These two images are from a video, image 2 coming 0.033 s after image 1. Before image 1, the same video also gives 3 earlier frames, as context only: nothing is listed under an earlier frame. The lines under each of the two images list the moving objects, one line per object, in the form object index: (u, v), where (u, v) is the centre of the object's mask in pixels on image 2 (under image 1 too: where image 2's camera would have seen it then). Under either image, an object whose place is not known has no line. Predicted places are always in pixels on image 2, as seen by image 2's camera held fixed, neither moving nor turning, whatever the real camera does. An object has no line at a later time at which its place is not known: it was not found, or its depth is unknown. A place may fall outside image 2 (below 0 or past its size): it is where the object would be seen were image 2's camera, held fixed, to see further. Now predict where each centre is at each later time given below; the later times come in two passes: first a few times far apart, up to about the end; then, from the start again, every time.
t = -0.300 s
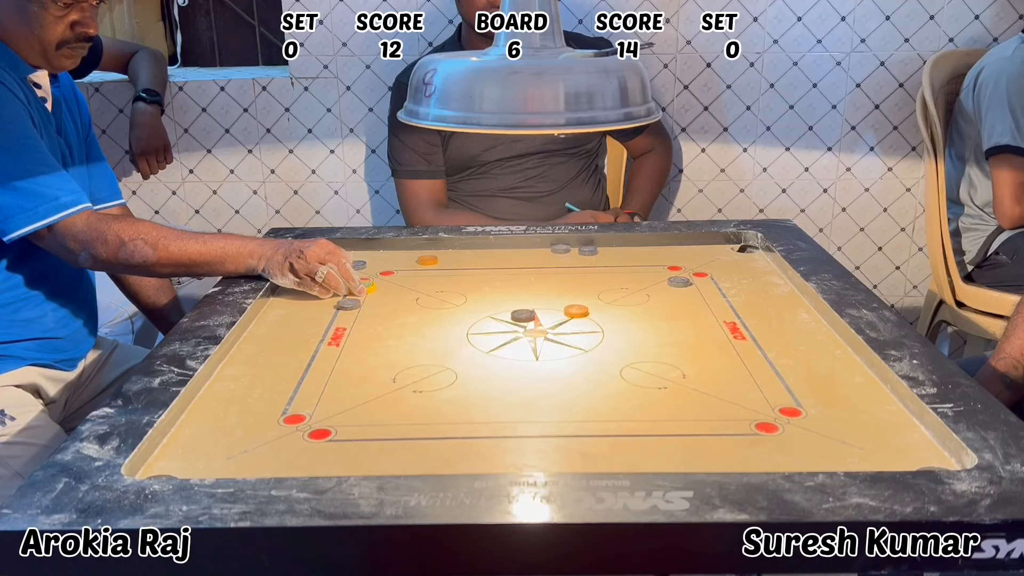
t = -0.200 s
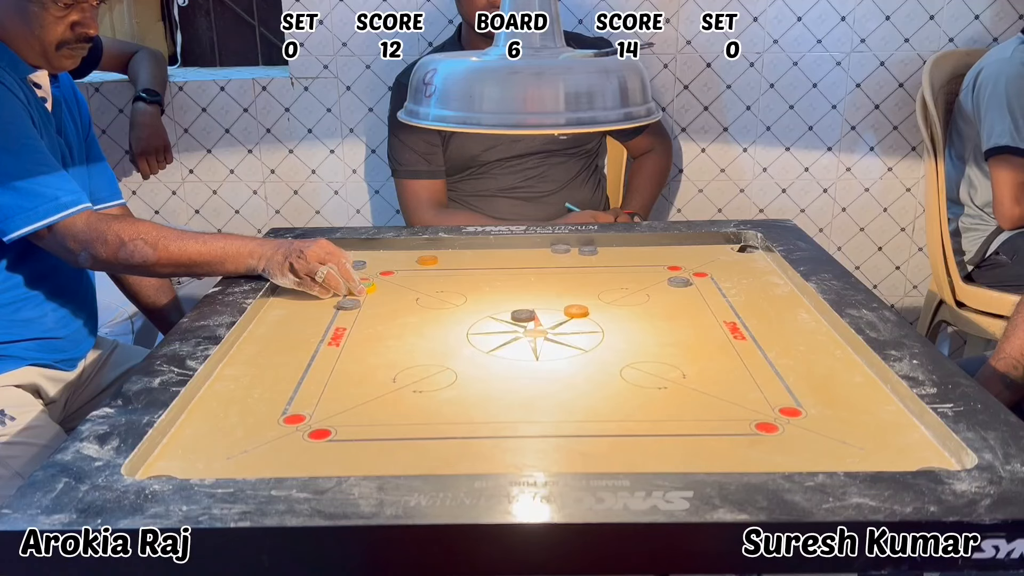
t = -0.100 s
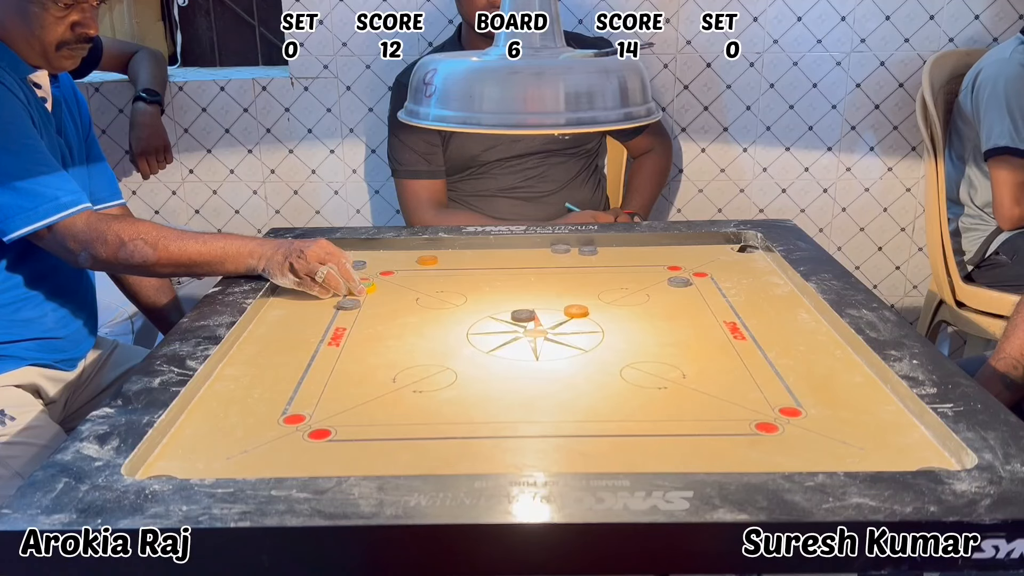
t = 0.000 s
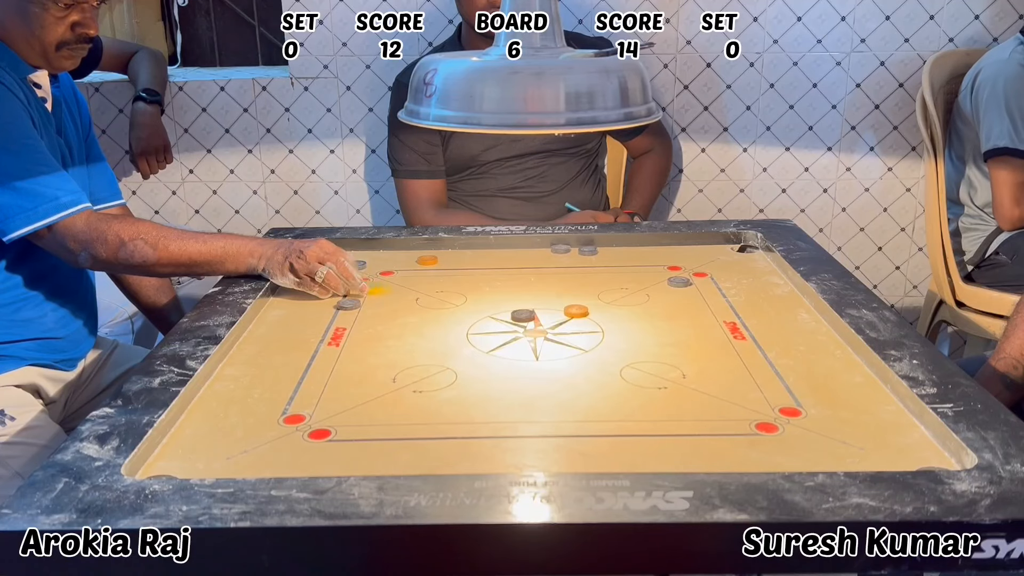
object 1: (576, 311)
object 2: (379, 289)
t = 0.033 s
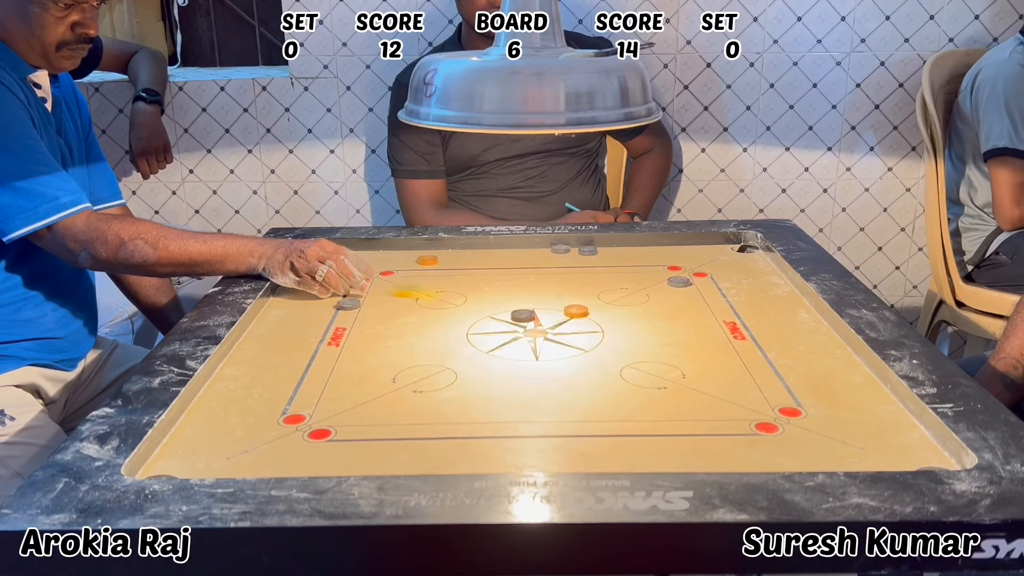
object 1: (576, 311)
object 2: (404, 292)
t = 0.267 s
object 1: (687, 348)
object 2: (644, 304)
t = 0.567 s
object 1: (861, 461)
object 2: (762, 303)
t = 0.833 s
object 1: (768, 443)
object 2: (682, 303)
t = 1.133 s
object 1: (747, 431)
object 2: (663, 302)
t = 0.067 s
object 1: (576, 311)
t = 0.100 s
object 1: (576, 311)
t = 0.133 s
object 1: (576, 311)
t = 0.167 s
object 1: (578, 312)
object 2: (563, 304)
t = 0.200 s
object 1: (616, 324)
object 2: (591, 304)
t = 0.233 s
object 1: (650, 336)
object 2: (618, 304)
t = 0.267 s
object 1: (687, 348)
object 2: (644, 304)
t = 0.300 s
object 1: (726, 362)
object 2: (668, 304)
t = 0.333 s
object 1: (767, 375)
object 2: (693, 304)
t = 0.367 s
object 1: (810, 389)
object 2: (715, 304)
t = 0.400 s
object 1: (848, 402)
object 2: (735, 304)
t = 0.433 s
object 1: (890, 416)
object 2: (756, 304)
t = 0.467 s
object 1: (893, 428)
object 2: (777, 304)
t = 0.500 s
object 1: (883, 441)
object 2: (791, 303)
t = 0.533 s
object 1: (872, 452)
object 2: (776, 303)
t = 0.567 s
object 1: (861, 461)
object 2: (762, 303)
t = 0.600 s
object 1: (850, 467)
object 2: (748, 303)
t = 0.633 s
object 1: (836, 467)
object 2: (736, 304)
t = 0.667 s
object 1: (820, 464)
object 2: (724, 303)
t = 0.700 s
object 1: (806, 461)
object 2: (714, 303)
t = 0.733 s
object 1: (795, 457)
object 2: (704, 303)
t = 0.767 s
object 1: (785, 451)
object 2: (696, 303)
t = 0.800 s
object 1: (775, 446)
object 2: (689, 303)
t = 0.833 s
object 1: (768, 443)
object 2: (682, 303)
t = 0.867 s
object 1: (761, 439)
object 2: (676, 303)
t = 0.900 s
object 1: (756, 436)
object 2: (671, 303)
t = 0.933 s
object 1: (752, 434)
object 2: (667, 303)
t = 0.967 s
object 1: (749, 433)
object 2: (665, 303)
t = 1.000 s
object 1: (747, 432)
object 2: (664, 302)
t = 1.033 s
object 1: (747, 431)
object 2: (663, 303)
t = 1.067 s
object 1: (747, 431)
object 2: (663, 302)
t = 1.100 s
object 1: (747, 431)
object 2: (663, 302)
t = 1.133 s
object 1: (747, 431)
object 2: (663, 302)
